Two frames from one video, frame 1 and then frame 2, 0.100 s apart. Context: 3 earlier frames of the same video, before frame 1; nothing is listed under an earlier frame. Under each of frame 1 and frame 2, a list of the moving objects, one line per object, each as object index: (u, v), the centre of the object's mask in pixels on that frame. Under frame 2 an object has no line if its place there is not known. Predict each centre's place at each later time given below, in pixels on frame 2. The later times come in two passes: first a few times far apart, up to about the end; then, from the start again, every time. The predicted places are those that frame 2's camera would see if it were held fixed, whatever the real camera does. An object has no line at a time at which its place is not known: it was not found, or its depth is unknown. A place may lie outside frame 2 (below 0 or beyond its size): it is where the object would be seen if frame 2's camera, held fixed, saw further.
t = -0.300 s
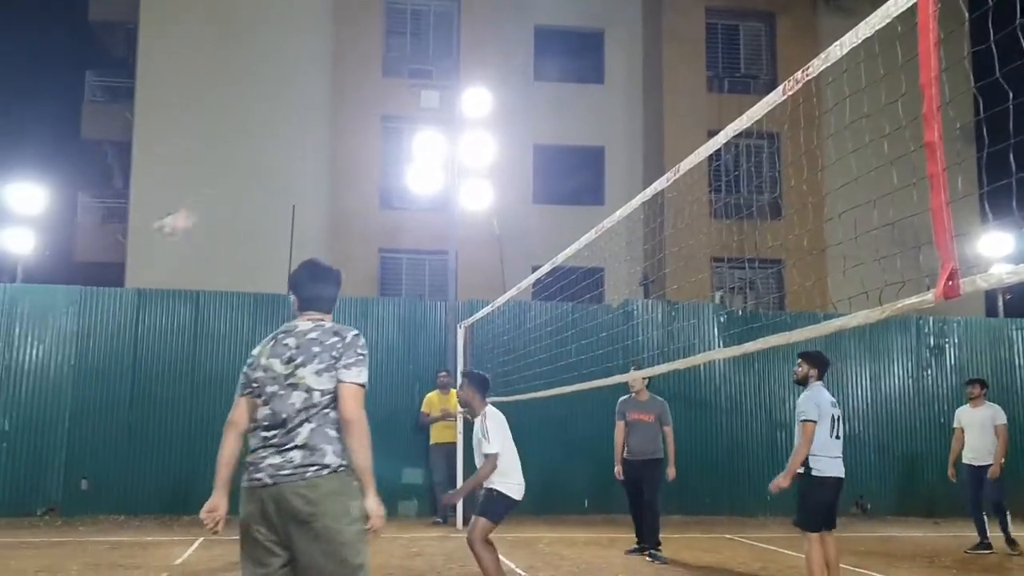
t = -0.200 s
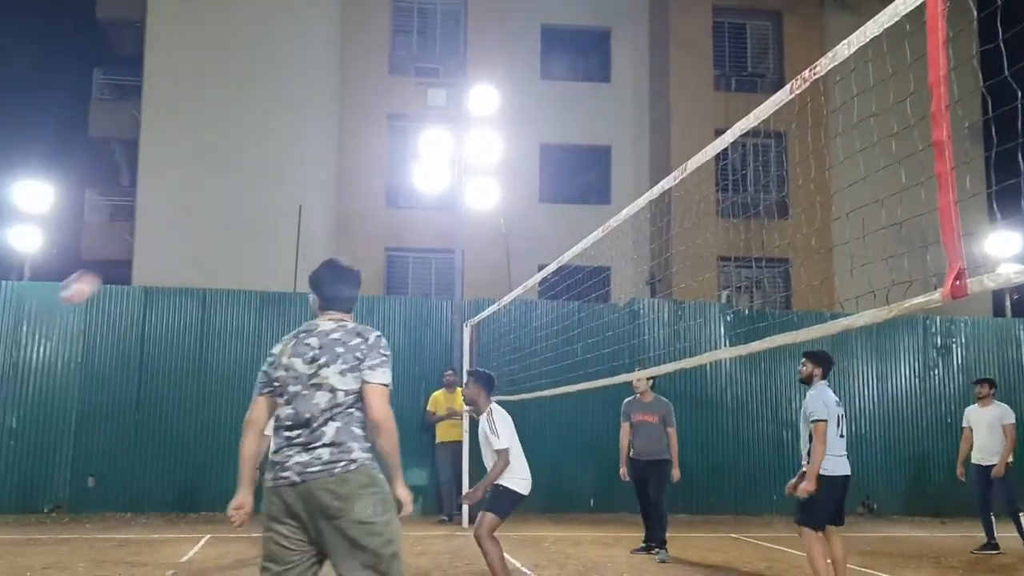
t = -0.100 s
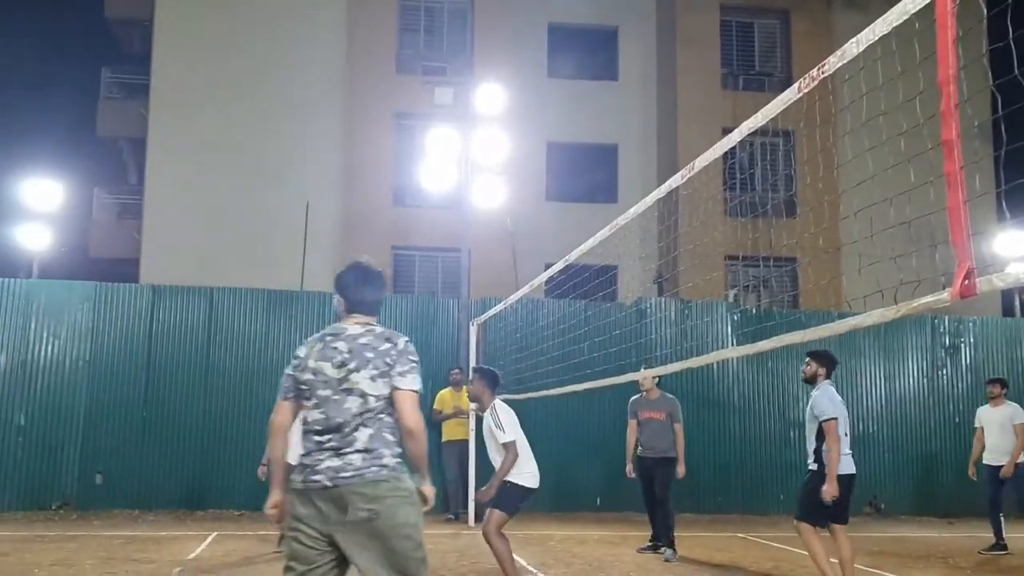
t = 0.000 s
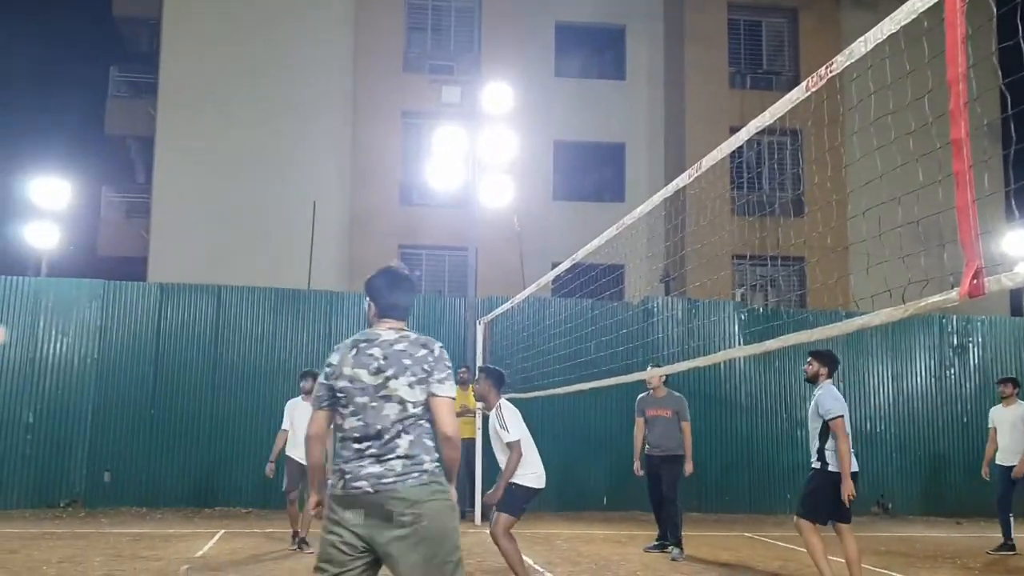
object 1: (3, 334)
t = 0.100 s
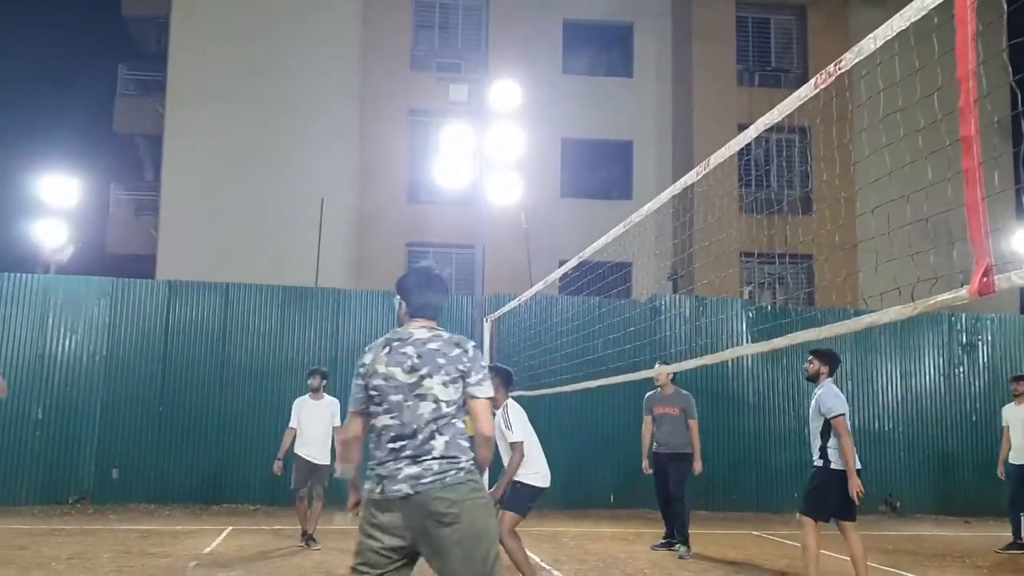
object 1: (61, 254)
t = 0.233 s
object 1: (126, 163)
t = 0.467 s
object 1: (236, 70)
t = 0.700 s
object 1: (333, 48)
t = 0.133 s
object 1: (79, 228)
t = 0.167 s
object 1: (96, 205)
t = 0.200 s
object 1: (110, 181)
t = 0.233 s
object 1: (126, 163)
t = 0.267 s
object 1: (143, 145)
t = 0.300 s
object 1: (159, 128)
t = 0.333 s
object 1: (175, 113)
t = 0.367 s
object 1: (191, 100)
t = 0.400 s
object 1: (208, 89)
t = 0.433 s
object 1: (222, 79)
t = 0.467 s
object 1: (236, 70)
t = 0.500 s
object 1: (251, 61)
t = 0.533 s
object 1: (265, 56)
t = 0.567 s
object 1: (279, 52)
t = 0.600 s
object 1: (293, 49)
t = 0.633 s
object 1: (306, 47)
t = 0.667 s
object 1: (319, 47)
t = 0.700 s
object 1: (333, 48)
